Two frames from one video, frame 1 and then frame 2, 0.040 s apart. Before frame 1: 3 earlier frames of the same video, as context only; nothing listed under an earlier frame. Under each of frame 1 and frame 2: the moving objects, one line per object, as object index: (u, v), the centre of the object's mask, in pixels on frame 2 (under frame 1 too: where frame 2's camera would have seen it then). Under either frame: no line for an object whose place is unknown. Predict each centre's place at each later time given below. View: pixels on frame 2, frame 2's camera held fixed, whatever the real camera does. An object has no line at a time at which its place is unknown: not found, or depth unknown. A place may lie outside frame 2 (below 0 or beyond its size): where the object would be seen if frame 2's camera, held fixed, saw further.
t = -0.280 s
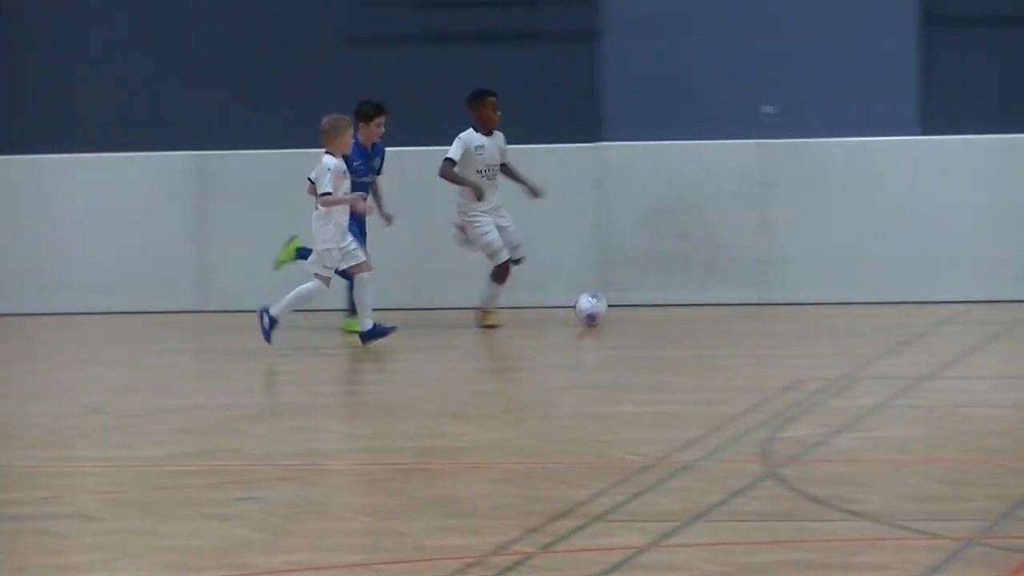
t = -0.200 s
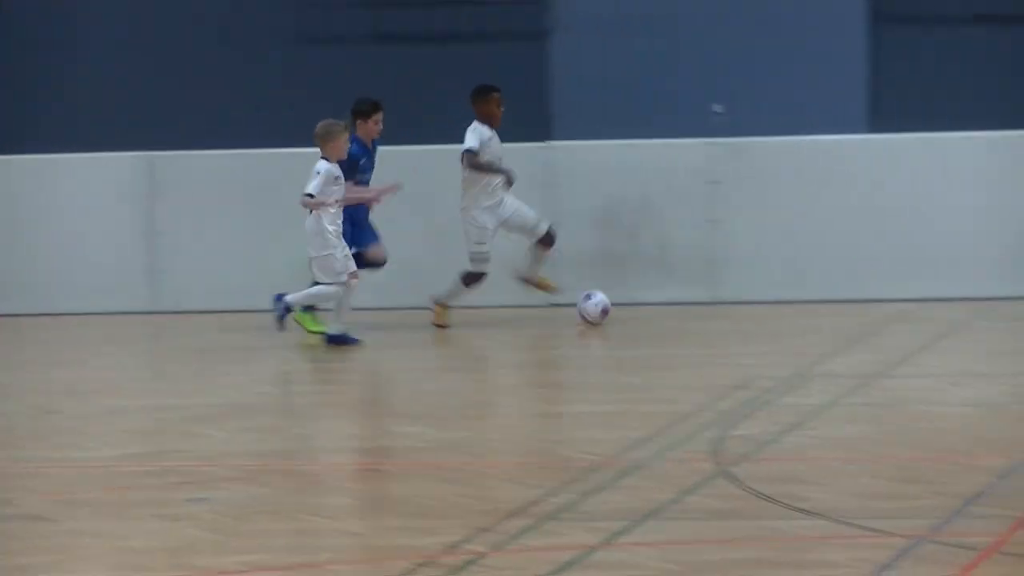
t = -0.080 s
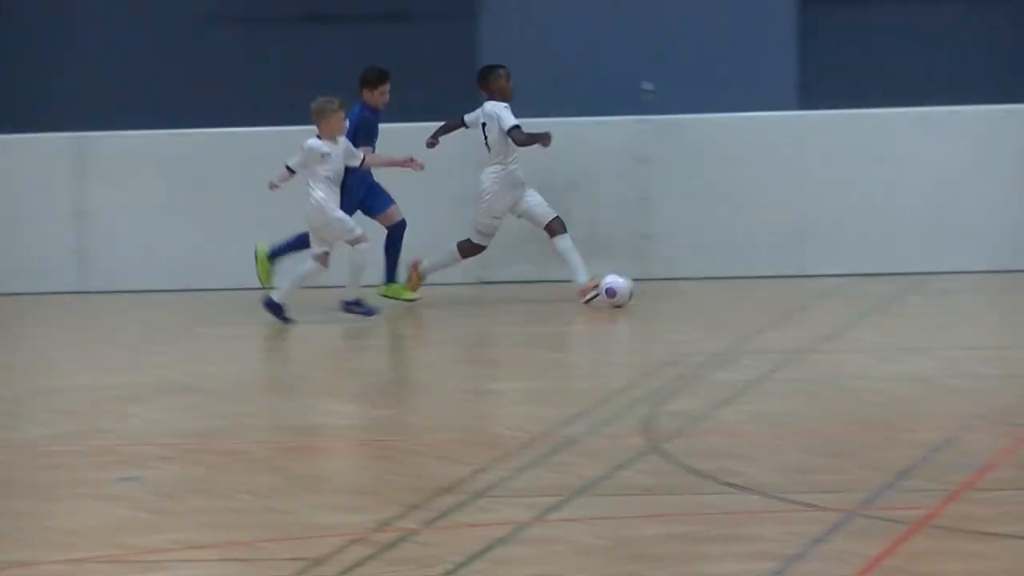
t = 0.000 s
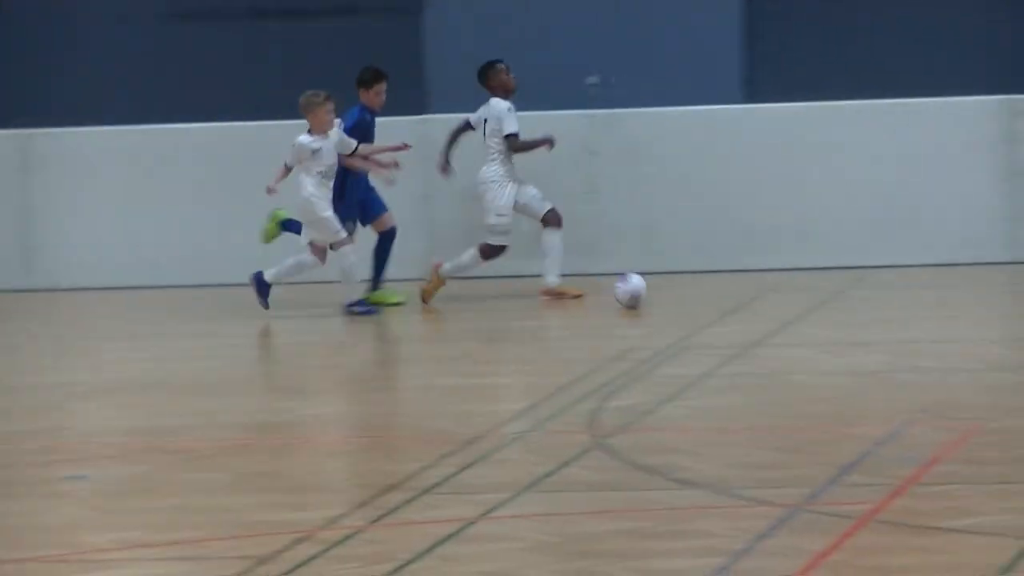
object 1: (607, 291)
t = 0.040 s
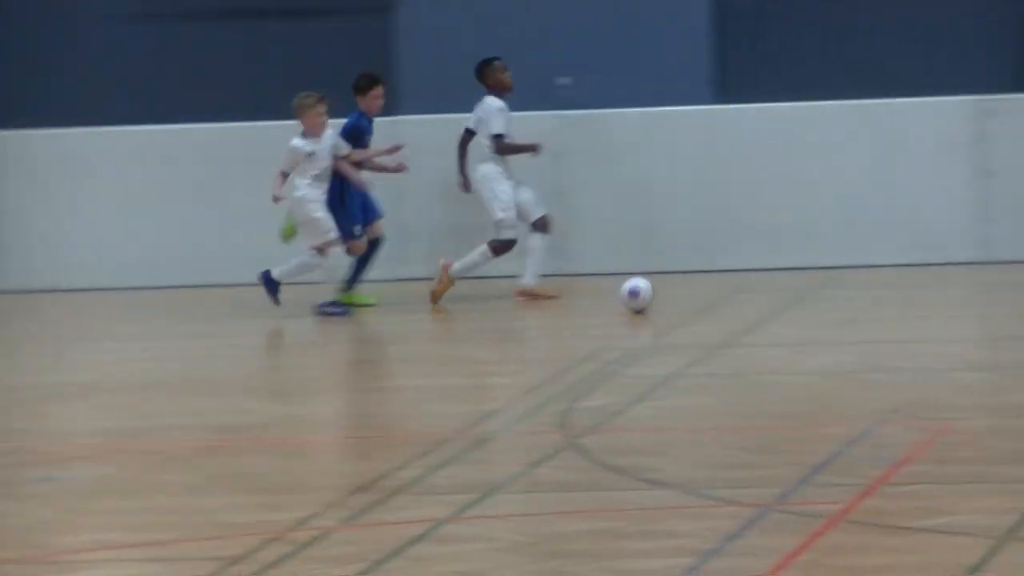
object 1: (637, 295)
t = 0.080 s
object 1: (667, 297)
